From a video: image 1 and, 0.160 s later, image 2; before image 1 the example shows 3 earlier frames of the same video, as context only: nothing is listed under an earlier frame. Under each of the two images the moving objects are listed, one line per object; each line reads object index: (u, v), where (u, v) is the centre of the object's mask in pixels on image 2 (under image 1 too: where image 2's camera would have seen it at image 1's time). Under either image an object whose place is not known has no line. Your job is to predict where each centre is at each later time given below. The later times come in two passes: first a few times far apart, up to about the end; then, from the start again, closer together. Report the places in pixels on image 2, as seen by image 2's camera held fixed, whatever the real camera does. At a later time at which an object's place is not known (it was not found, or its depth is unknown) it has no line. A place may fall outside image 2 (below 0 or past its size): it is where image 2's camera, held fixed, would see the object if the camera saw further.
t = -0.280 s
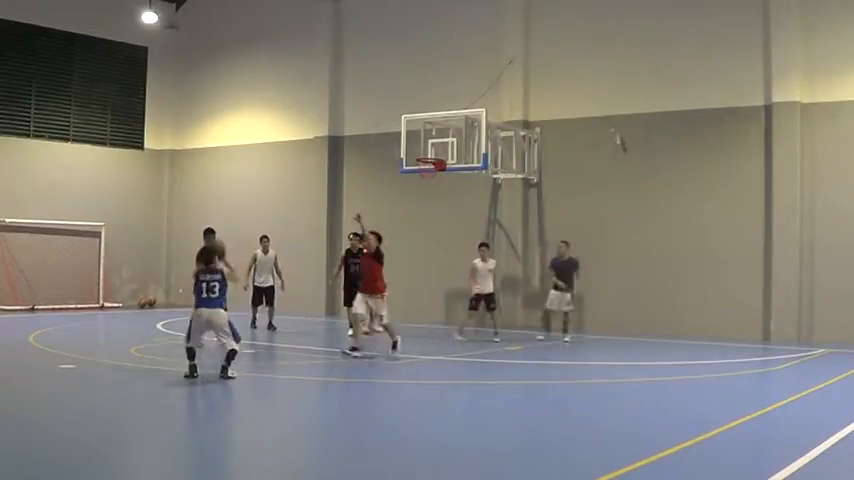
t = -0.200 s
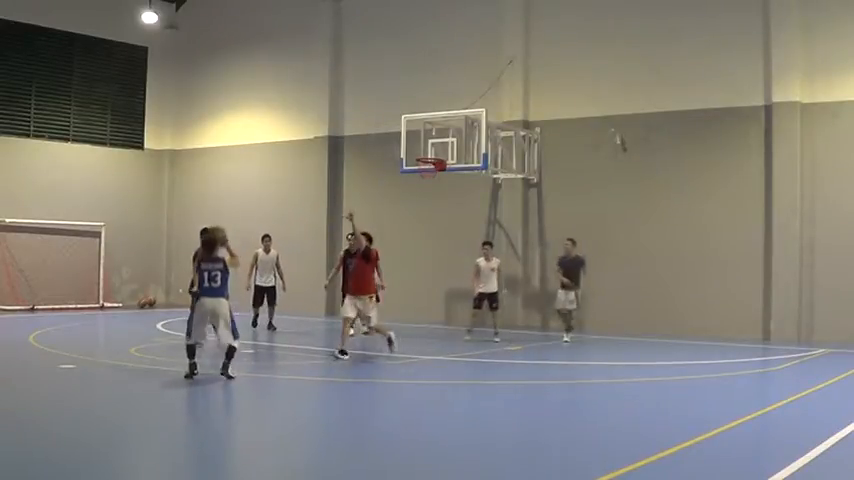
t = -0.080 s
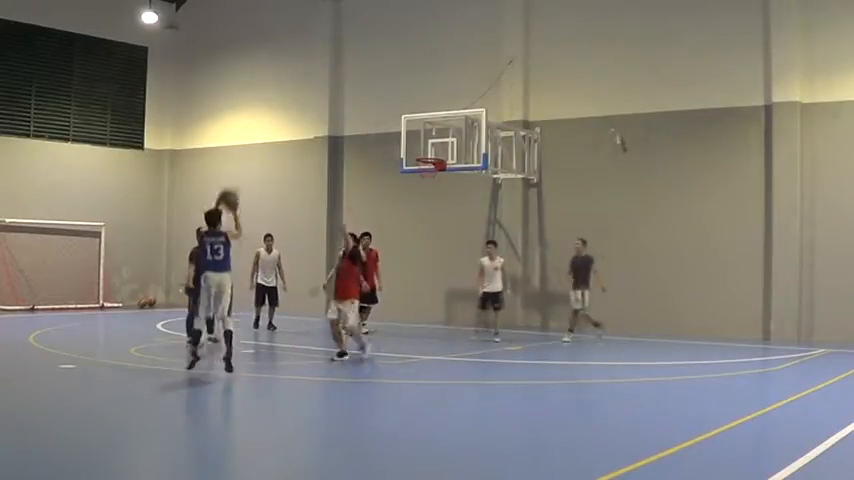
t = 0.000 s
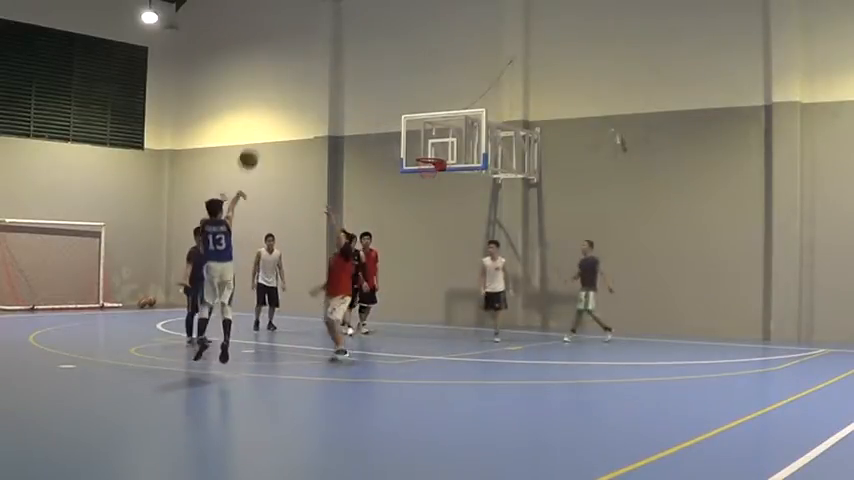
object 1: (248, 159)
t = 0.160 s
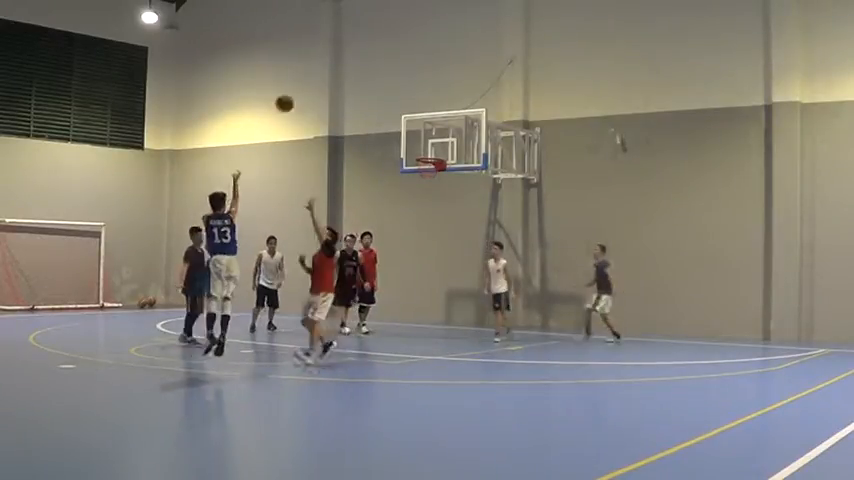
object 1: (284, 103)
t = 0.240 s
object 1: (300, 85)
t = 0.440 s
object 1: (336, 63)
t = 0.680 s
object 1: (371, 71)
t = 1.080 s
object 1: (419, 152)
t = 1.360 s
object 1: (420, 147)
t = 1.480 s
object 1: (407, 149)
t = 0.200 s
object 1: (292, 93)
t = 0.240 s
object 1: (300, 85)
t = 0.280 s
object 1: (308, 79)
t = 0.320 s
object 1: (315, 73)
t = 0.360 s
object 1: (322, 68)
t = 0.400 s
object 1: (328, 65)
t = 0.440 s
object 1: (336, 63)
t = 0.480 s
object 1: (342, 61)
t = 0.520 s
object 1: (347, 61)
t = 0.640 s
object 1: (365, 67)
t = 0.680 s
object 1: (371, 71)
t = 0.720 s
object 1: (376, 76)
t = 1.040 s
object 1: (413, 142)
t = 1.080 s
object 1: (419, 152)
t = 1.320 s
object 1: (424, 147)
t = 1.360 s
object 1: (420, 147)
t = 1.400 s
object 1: (417, 147)
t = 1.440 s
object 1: (413, 147)
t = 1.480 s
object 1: (407, 149)
